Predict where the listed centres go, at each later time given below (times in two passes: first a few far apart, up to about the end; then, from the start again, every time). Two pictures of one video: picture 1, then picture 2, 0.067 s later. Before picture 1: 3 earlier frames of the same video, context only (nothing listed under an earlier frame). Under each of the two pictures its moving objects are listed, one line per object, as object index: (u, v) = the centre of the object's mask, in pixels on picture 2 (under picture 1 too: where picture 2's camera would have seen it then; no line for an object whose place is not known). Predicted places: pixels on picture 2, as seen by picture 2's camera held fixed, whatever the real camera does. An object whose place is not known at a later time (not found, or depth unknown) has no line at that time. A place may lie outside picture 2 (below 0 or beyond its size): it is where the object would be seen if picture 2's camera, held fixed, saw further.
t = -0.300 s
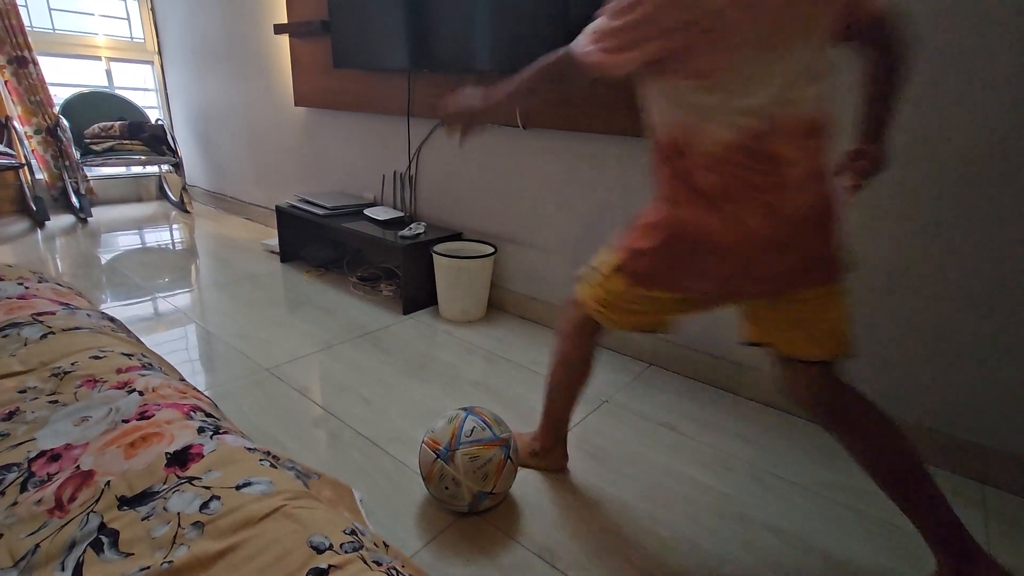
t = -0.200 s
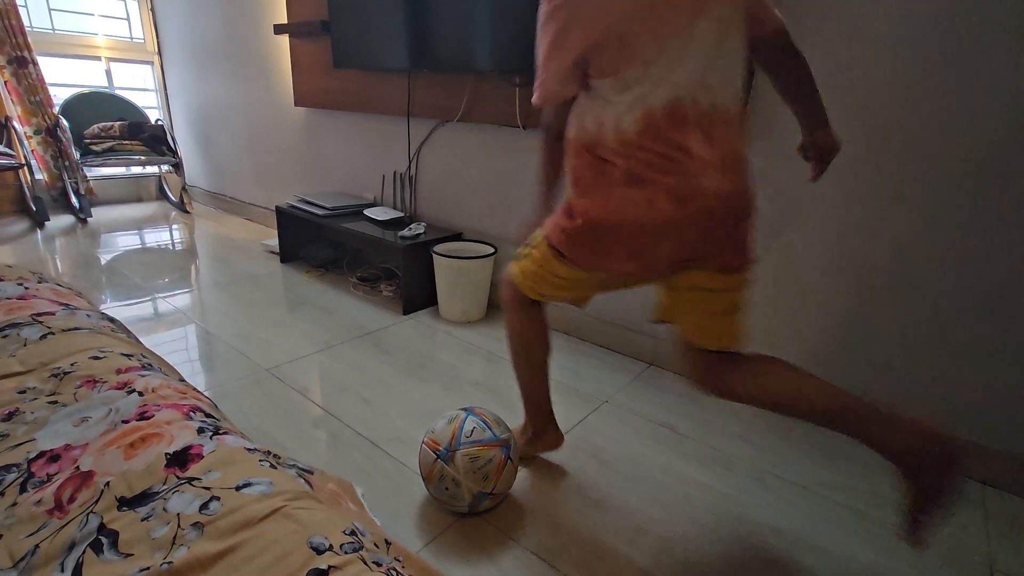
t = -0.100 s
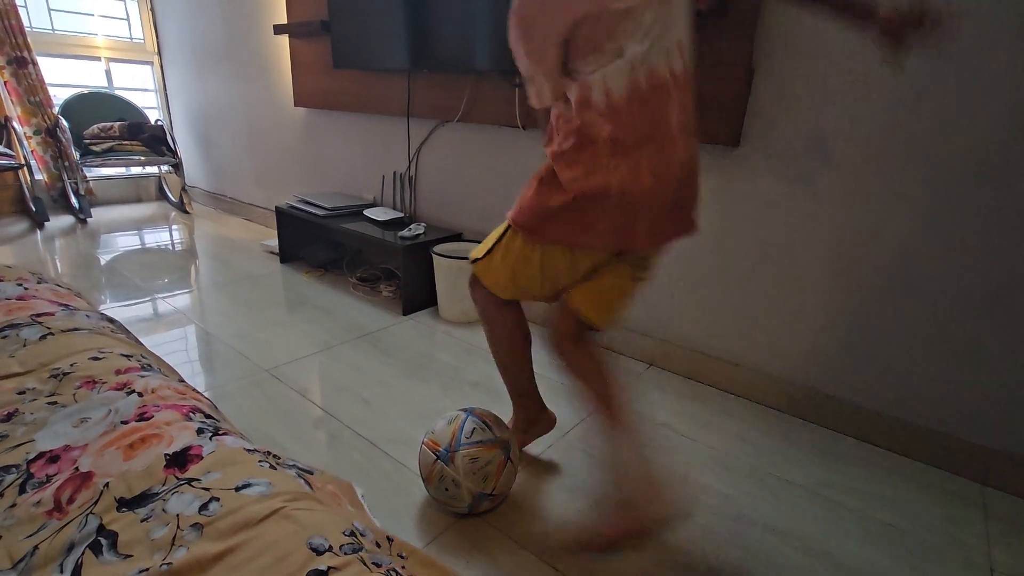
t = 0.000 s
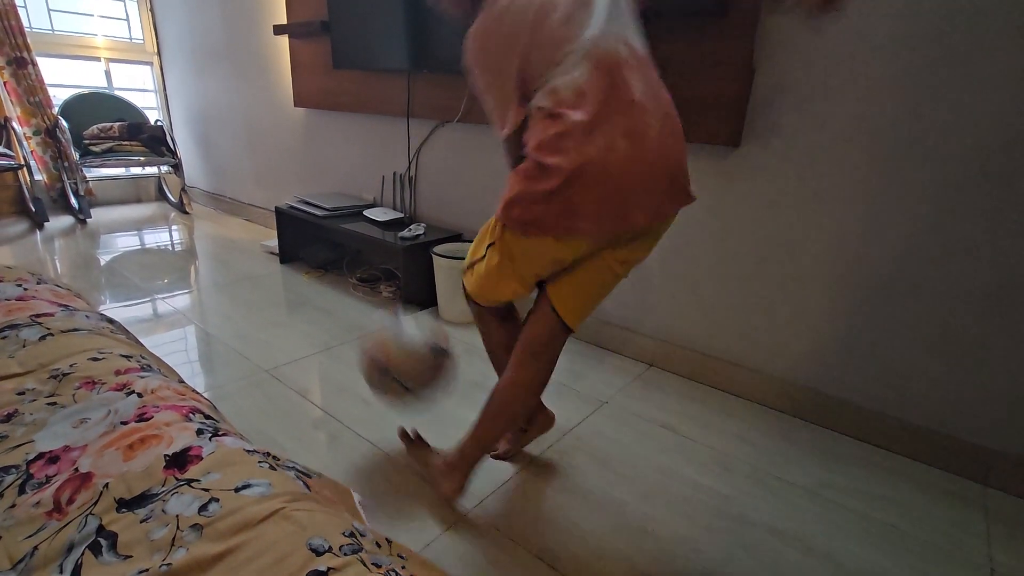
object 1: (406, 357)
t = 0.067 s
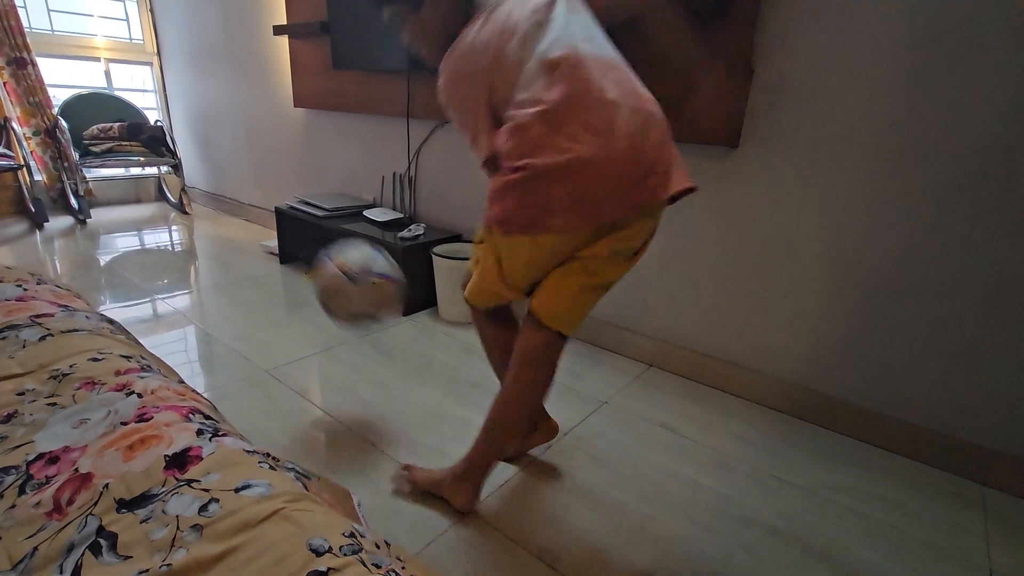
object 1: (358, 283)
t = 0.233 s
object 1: (272, 202)
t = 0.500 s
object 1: (208, 251)
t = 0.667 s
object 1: (185, 204)
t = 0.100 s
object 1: (338, 258)
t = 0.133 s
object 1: (318, 234)
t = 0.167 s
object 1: (302, 222)
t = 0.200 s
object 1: (285, 210)
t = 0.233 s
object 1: (272, 202)
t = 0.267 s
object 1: (259, 199)
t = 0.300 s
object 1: (248, 199)
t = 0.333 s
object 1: (239, 201)
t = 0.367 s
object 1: (231, 208)
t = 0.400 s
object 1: (224, 215)
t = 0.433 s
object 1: (217, 225)
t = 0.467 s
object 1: (212, 237)
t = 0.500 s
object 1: (208, 251)
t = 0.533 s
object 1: (204, 259)
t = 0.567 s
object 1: (199, 240)
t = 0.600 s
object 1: (193, 226)
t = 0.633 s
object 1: (189, 215)
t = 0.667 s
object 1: (185, 204)
